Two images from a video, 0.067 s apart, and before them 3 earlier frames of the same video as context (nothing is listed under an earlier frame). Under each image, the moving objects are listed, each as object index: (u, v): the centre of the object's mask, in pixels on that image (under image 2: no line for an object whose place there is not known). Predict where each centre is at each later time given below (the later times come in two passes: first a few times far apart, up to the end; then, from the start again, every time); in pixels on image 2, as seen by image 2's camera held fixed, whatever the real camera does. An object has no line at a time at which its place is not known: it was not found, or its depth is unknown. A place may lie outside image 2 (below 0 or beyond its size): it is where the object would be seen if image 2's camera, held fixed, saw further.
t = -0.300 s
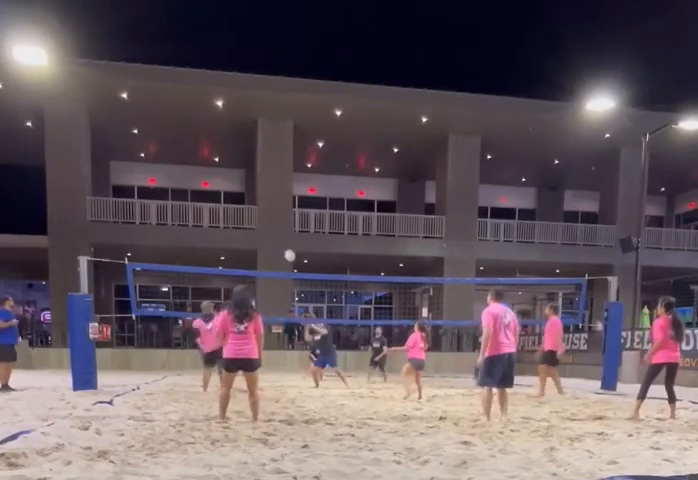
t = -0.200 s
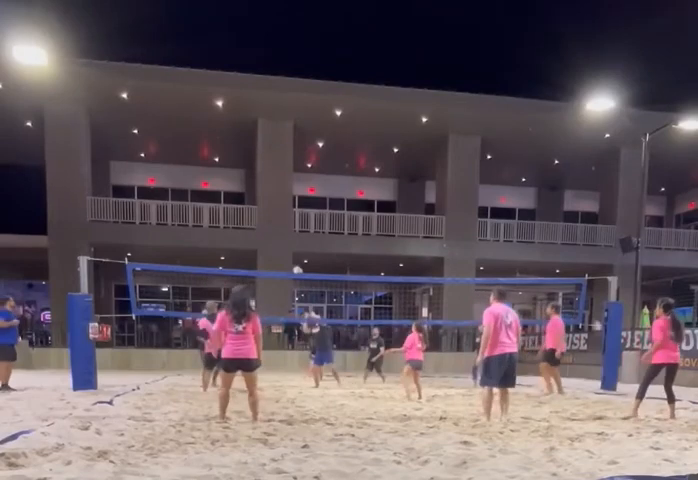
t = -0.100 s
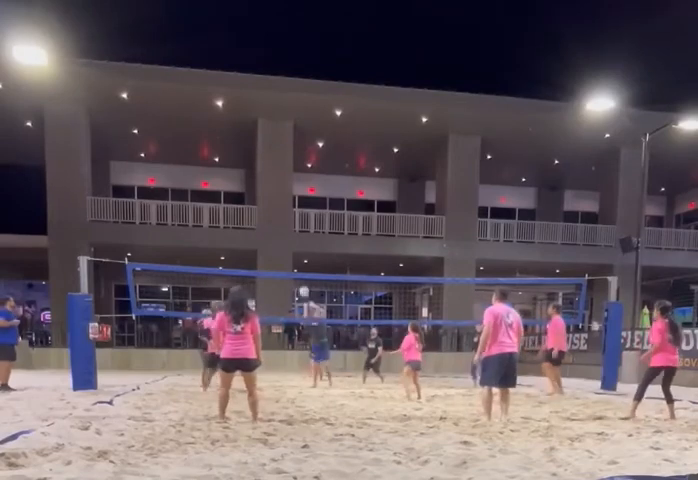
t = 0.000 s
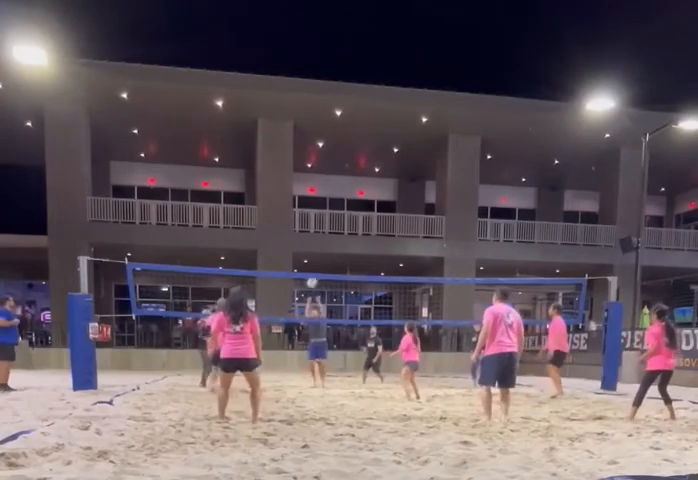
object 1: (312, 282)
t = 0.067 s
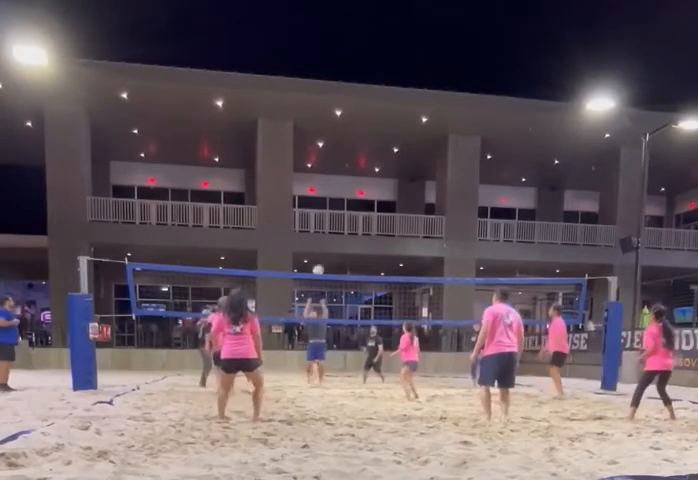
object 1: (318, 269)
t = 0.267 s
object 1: (338, 245)
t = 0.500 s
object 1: (363, 237)
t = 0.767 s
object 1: (396, 268)
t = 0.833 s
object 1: (405, 284)
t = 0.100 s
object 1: (321, 265)
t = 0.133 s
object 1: (324, 260)
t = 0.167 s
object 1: (328, 255)
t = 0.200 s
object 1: (331, 252)
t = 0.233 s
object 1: (334, 248)
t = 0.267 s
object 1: (338, 245)
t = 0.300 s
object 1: (341, 242)
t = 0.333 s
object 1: (345, 240)
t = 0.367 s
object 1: (348, 238)
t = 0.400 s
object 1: (352, 237)
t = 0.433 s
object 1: (355, 236)
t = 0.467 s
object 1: (359, 236)
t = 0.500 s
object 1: (363, 237)
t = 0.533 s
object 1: (367, 238)
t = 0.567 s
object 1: (371, 240)
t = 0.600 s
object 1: (375, 243)
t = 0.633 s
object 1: (380, 246)
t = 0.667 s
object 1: (384, 251)
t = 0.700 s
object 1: (388, 256)
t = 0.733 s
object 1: (392, 261)
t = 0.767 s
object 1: (396, 268)
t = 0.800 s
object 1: (400, 275)
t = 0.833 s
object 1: (405, 284)
